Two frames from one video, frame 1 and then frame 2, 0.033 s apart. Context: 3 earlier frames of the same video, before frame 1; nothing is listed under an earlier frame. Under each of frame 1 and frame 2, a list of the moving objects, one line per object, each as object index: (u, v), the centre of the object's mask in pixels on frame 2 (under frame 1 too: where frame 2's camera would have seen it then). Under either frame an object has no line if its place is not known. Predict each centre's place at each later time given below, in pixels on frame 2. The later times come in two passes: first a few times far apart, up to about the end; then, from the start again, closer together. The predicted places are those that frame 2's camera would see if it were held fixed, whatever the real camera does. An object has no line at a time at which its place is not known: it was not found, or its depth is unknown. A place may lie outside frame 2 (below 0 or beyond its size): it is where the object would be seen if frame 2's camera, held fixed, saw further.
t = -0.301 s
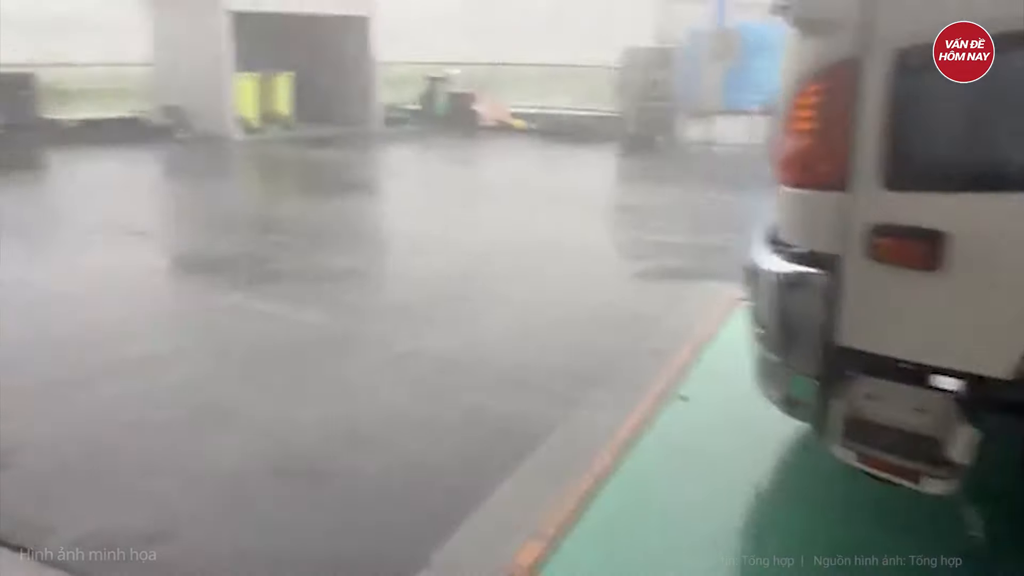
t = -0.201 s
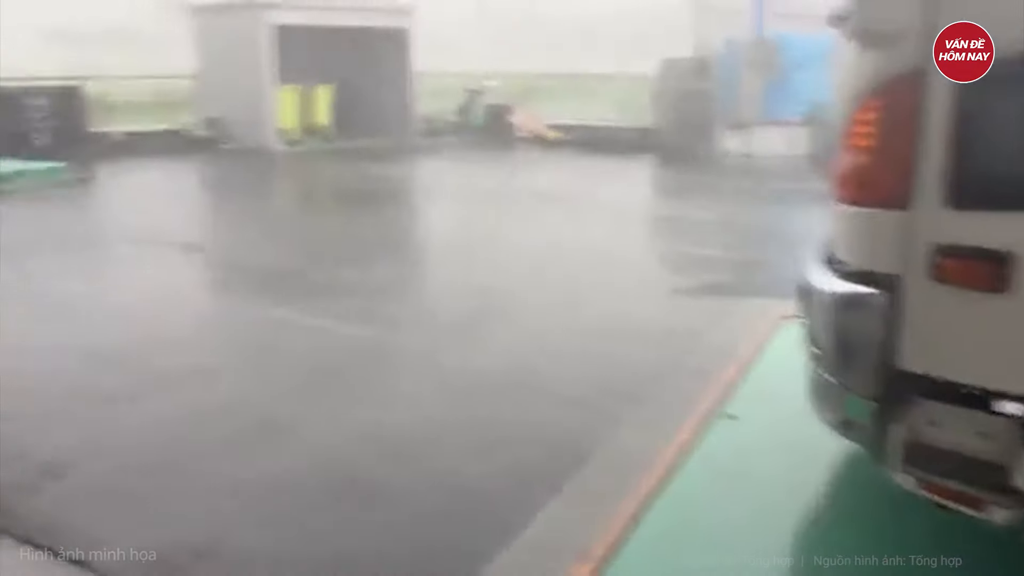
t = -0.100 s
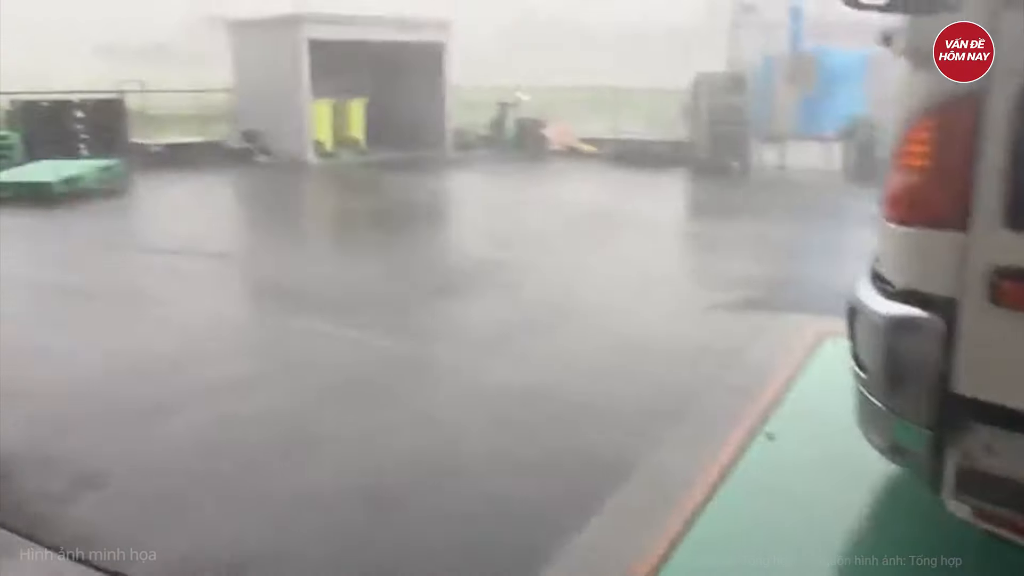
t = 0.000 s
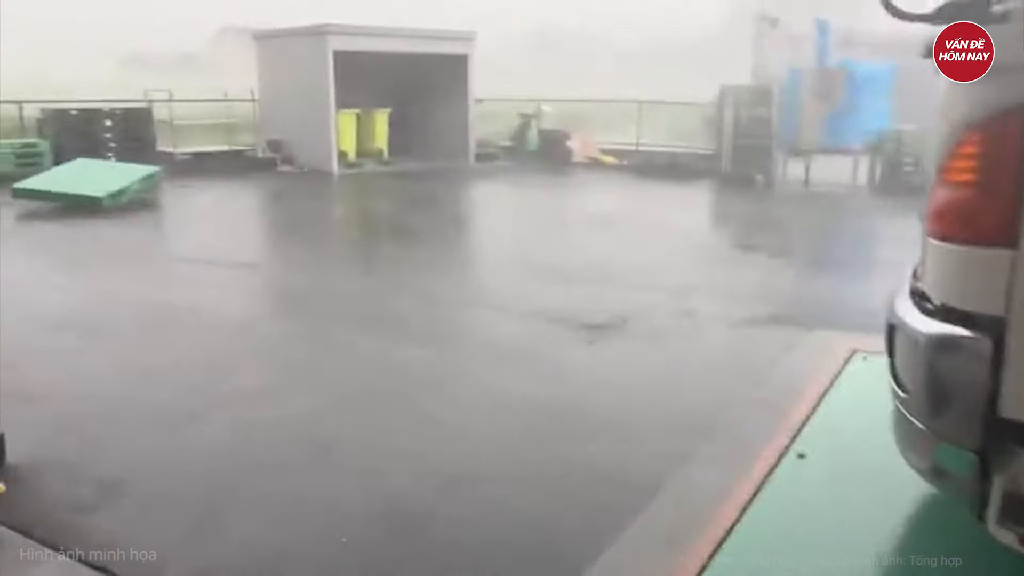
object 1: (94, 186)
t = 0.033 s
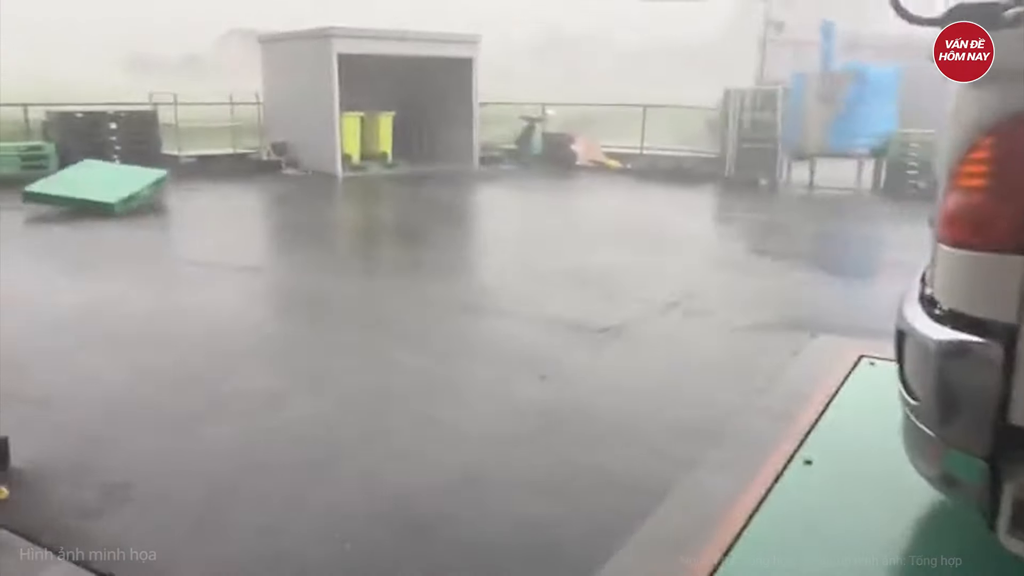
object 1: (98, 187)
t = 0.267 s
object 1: (133, 207)
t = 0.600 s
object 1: (170, 217)
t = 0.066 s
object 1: (102, 189)
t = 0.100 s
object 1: (106, 189)
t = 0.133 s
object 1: (111, 192)
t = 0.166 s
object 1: (116, 194)
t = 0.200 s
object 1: (121, 198)
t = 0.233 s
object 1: (126, 202)
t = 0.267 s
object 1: (133, 207)
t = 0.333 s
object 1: (132, 211)
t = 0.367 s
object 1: (138, 212)
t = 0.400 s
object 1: (143, 212)
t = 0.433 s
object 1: (147, 213)
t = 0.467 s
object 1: (152, 214)
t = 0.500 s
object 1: (156, 215)
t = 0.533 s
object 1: (159, 216)
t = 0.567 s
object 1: (164, 217)
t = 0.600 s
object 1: (170, 217)
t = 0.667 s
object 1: (174, 217)
